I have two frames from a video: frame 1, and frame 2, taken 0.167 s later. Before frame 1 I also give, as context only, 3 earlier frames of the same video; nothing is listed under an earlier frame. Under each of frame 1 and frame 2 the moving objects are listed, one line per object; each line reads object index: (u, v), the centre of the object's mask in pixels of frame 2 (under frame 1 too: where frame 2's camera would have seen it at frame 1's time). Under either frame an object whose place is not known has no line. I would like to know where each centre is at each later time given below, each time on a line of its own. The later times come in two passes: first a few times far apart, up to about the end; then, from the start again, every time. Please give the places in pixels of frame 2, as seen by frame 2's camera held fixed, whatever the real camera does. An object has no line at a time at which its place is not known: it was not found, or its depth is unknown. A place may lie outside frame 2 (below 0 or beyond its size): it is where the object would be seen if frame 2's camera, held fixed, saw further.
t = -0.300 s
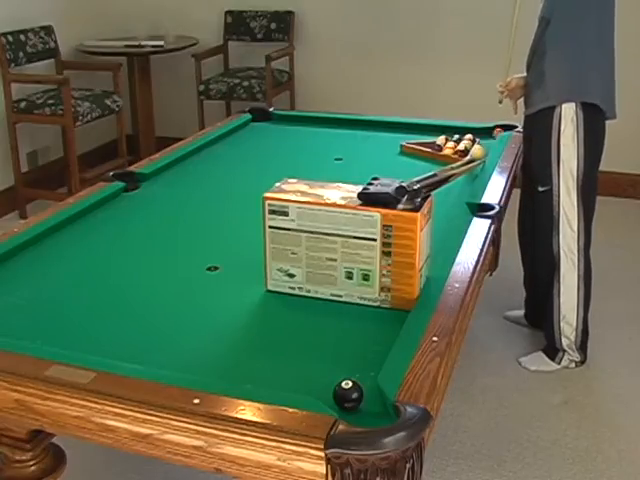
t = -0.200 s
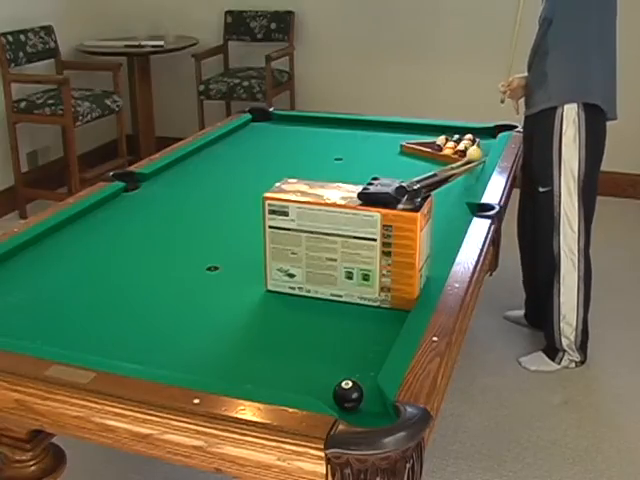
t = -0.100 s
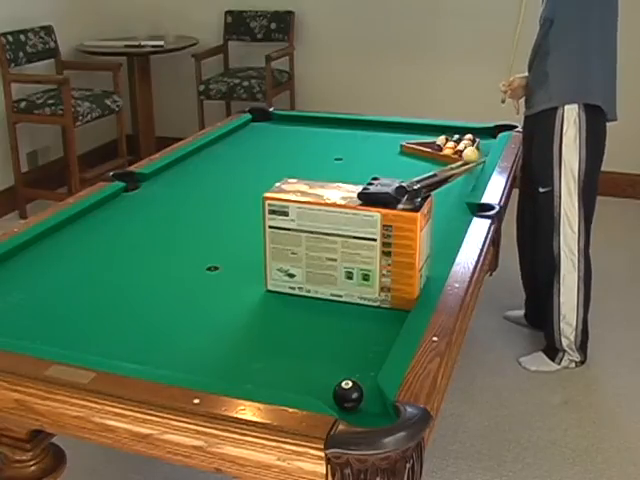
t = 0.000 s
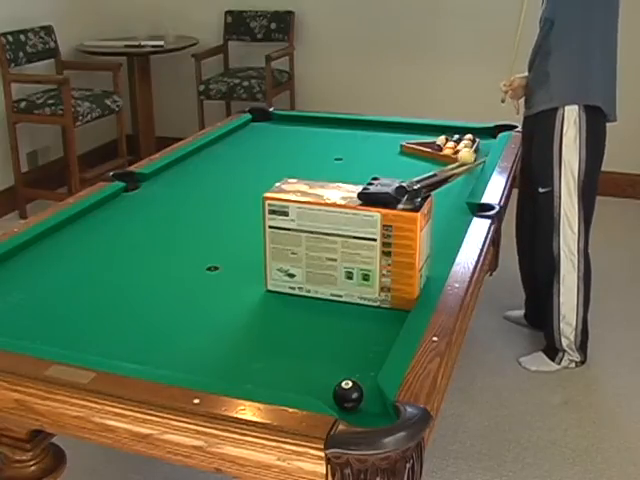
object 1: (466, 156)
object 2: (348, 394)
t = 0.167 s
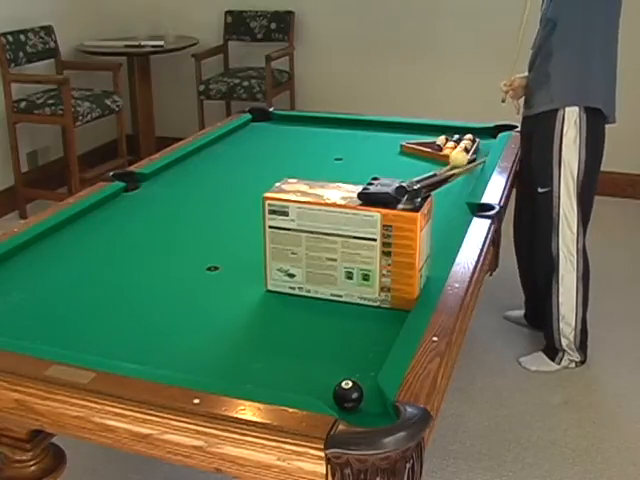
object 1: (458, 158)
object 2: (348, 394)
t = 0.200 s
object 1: (456, 159)
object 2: (348, 394)
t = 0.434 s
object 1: (441, 163)
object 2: (348, 394)
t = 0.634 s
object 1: (427, 166)
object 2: (348, 394)
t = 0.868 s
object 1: (413, 171)
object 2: (348, 394)
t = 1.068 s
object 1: (401, 201)
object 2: (348, 394)
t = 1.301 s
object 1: (381, 304)
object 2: (348, 394)
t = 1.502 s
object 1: (364, 358)
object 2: (348, 394)
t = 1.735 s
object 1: (346, 379)
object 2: (345, 405)
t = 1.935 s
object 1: (335, 387)
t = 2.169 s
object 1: (323, 390)
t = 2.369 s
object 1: (317, 390)
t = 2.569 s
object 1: (316, 389)
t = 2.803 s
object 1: (315, 387)
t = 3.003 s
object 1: (314, 387)
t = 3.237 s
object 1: (314, 388)
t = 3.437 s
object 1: (314, 388)
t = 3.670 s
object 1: (314, 388)
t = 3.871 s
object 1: (314, 388)
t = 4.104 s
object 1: (314, 388)
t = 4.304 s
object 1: (314, 388)
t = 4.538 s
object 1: (314, 387)
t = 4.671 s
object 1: (314, 388)
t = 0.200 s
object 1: (456, 159)
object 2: (348, 394)
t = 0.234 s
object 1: (454, 159)
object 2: (348, 394)
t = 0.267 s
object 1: (452, 160)
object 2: (348, 394)
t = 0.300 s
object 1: (450, 160)
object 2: (348, 394)
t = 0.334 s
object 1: (448, 161)
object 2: (348, 394)
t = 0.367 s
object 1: (446, 161)
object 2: (348, 394)
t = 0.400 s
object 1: (443, 162)
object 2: (348, 394)
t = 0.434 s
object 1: (441, 163)
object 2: (348, 394)
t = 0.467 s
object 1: (438, 163)
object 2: (348, 394)
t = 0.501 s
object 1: (436, 164)
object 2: (348, 394)
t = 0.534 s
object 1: (434, 164)
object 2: (348, 394)
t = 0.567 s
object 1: (432, 165)
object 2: (348, 394)
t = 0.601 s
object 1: (429, 166)
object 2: (348, 394)
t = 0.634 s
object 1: (427, 166)
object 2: (348, 394)
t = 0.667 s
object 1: (426, 167)
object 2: (348, 394)
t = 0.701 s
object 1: (423, 168)
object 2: (348, 394)
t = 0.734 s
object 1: (421, 168)
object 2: (348, 394)
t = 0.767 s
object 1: (419, 169)
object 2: (348, 394)
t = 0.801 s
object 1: (417, 169)
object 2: (348, 394)
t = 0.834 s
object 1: (415, 170)
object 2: (348, 394)
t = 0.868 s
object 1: (413, 171)
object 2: (348, 394)
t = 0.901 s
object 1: (412, 171)
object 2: (348, 394)
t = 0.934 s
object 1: (411, 172)
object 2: (348, 394)
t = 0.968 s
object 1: (410, 175)
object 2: (348, 394)
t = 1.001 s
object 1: (407, 179)
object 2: (348, 394)
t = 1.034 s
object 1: (404, 188)
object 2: (348, 394)
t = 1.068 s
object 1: (401, 201)
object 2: (348, 394)
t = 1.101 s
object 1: (398, 219)
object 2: (348, 394)
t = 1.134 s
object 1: (395, 243)
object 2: (348, 394)
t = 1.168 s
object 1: (392, 272)
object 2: (348, 394)
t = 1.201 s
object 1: (389, 306)
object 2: (348, 394)
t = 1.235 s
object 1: (386, 322)
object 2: (348, 394)
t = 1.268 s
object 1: (384, 311)
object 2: (348, 394)
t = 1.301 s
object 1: (381, 304)
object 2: (348, 394)
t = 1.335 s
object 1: (379, 302)
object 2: (348, 394)
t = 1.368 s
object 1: (376, 304)
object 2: (348, 394)
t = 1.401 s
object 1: (373, 312)
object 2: (348, 394)
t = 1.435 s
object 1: (370, 324)
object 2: (348, 394)
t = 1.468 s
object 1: (367, 342)
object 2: (348, 394)
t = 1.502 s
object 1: (364, 358)
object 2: (348, 394)
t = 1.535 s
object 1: (361, 356)
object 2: (348, 394)
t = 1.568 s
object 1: (359, 358)
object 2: (348, 394)
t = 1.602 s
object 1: (356, 365)
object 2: (347, 394)
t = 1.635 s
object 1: (353, 373)
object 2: (348, 395)
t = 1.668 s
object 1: (351, 375)
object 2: (346, 399)
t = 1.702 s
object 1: (349, 378)
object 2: (345, 403)
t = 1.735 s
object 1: (346, 379)
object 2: (345, 405)
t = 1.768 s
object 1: (345, 381)
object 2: (346, 408)
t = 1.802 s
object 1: (343, 383)
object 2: (347, 410)
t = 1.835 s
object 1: (340, 384)
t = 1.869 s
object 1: (339, 385)
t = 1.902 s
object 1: (336, 386)
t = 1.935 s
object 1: (335, 387)
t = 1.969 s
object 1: (333, 387)
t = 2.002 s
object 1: (331, 388)
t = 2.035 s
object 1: (329, 389)
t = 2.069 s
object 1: (328, 389)
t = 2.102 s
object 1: (326, 389)
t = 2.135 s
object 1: (325, 390)
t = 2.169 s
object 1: (323, 390)
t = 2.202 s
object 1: (322, 391)
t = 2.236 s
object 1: (320, 390)
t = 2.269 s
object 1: (318, 391)
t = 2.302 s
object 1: (317, 391)
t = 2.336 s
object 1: (317, 390)
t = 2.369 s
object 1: (317, 390)
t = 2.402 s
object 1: (317, 390)
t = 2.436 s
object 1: (317, 389)
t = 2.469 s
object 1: (316, 389)
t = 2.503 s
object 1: (316, 389)
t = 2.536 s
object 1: (316, 389)
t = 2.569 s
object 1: (316, 389)
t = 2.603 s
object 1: (316, 388)
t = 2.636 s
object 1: (316, 388)
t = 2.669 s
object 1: (316, 388)
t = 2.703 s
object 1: (316, 388)
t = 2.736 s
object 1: (315, 388)
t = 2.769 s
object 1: (315, 387)
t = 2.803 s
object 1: (315, 387)
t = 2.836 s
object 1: (315, 387)
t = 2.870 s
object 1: (315, 387)
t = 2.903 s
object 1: (315, 387)
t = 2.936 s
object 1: (314, 387)
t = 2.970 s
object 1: (314, 387)
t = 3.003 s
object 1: (314, 387)
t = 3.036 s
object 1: (314, 387)
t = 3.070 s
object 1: (314, 387)
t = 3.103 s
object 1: (314, 388)
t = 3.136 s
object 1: (314, 388)
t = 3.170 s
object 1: (314, 388)
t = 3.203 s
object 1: (314, 388)
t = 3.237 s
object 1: (314, 388)
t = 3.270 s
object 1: (314, 388)
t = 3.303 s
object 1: (314, 388)
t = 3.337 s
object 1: (314, 388)
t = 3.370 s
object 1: (314, 388)
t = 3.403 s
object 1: (314, 387)
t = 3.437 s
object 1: (314, 388)
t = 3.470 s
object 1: (314, 388)
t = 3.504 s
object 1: (314, 388)
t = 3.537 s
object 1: (314, 388)
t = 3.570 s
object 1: (314, 388)
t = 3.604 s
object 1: (314, 388)
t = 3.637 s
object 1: (314, 388)
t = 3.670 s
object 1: (314, 388)
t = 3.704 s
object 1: (314, 388)
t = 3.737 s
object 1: (314, 388)
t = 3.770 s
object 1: (314, 388)
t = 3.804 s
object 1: (314, 388)
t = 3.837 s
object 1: (314, 388)
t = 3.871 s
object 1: (314, 388)
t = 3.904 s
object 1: (314, 388)
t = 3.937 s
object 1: (314, 388)
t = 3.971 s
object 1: (314, 388)
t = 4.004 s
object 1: (314, 388)
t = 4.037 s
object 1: (314, 388)
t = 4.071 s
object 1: (314, 388)
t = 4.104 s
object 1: (314, 388)
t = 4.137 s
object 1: (314, 388)
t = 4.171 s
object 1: (314, 388)
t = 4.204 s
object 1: (314, 388)
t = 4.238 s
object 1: (314, 387)
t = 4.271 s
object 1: (314, 387)
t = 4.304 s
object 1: (314, 388)
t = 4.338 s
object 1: (314, 388)
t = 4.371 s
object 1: (314, 388)
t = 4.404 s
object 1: (314, 388)
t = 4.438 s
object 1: (314, 388)
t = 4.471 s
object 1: (314, 388)
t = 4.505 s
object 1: (314, 387)
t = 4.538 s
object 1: (314, 387)
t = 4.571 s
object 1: (314, 388)
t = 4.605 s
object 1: (314, 388)
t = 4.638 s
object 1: (314, 388)
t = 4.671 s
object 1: (314, 388)
